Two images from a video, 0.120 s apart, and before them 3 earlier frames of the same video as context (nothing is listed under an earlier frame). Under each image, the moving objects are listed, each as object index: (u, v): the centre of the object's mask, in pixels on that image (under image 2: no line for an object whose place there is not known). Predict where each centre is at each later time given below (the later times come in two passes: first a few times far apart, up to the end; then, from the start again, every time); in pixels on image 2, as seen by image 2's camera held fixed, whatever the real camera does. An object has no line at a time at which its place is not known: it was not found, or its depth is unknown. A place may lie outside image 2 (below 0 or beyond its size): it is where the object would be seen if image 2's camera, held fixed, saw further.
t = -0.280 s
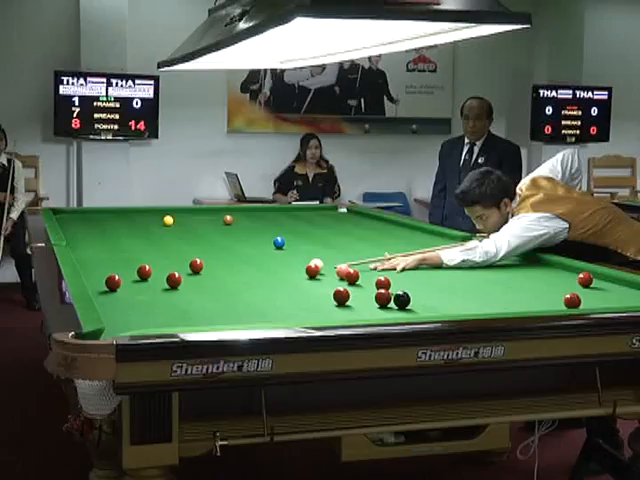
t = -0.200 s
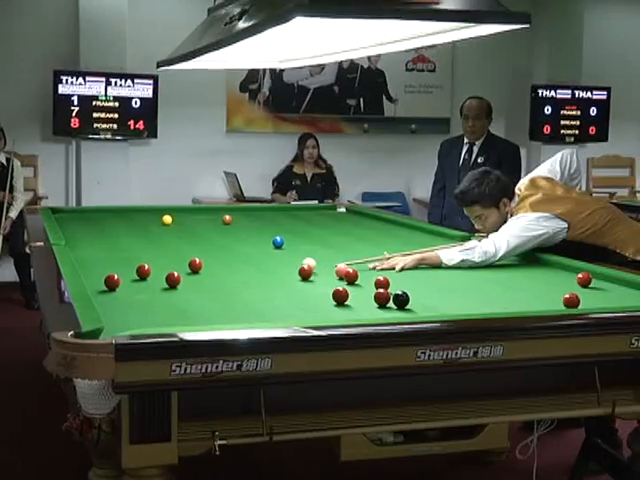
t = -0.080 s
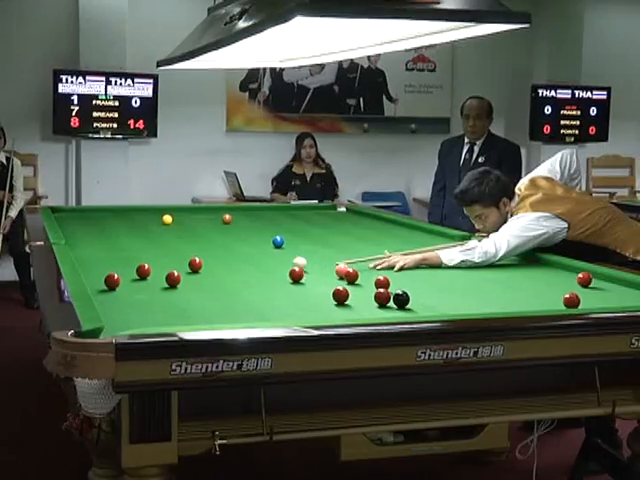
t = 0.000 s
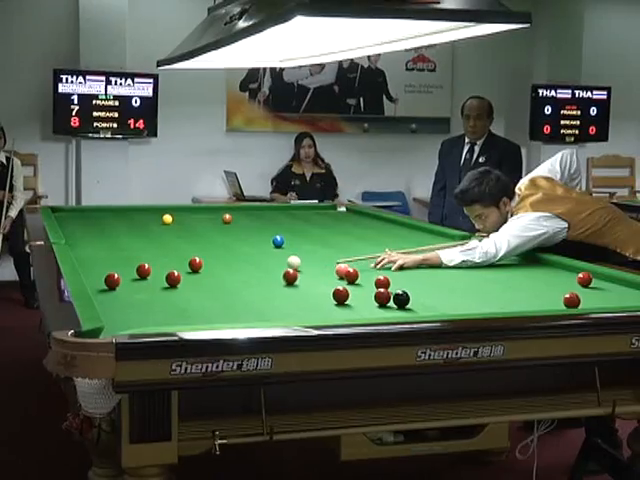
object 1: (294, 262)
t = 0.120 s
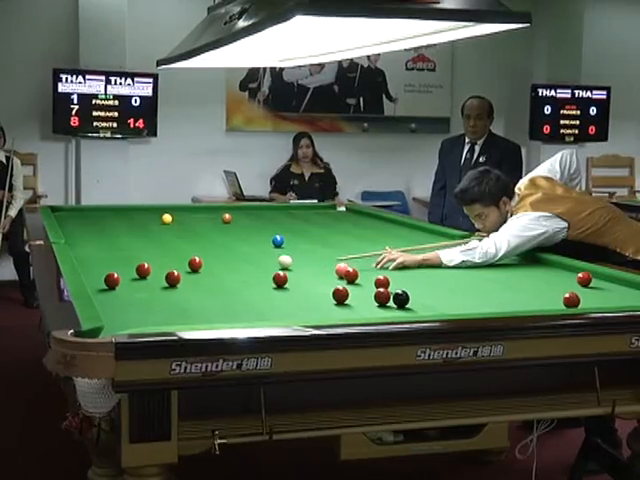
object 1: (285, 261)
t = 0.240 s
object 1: (276, 261)
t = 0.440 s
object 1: (263, 260)
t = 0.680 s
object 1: (248, 258)
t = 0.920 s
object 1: (235, 257)
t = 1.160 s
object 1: (223, 257)
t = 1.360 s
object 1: (214, 256)
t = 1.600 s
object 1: (204, 254)
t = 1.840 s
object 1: (195, 252)
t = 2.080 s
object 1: (187, 253)
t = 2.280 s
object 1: (182, 253)
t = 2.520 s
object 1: (177, 253)
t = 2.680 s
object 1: (174, 252)
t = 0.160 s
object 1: (282, 261)
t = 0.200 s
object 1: (279, 261)
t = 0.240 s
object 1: (276, 261)
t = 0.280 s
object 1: (274, 261)
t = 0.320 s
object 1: (271, 260)
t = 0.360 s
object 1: (268, 260)
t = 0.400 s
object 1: (266, 260)
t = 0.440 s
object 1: (263, 260)
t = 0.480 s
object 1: (261, 259)
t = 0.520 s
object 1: (258, 259)
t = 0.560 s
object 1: (255, 259)
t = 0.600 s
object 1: (253, 259)
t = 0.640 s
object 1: (251, 259)
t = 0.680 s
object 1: (248, 258)
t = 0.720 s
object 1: (246, 258)
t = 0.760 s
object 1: (244, 258)
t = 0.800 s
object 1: (242, 258)
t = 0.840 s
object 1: (240, 258)
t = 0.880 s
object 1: (237, 258)
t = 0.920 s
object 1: (235, 257)
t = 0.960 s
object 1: (233, 257)
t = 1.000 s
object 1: (231, 257)
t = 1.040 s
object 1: (229, 257)
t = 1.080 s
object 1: (227, 257)
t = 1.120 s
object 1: (225, 257)
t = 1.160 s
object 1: (223, 257)
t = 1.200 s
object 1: (221, 257)
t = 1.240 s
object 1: (219, 256)
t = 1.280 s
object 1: (218, 256)
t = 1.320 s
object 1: (216, 256)
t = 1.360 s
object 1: (214, 256)
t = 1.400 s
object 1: (212, 255)
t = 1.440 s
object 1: (211, 255)
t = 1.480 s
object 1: (209, 255)
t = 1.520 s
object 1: (207, 255)
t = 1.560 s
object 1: (206, 255)
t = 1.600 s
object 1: (204, 254)
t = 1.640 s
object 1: (203, 254)
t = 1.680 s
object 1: (202, 254)
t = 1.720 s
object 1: (200, 253)
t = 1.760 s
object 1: (198, 253)
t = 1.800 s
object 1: (197, 252)
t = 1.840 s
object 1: (195, 252)
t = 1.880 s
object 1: (194, 252)
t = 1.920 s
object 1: (193, 252)
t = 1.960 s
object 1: (191, 252)
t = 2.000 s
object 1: (189, 253)
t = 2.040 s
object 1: (188, 253)
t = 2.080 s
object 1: (187, 253)
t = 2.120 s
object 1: (186, 253)
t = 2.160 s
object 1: (185, 253)
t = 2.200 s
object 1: (184, 253)
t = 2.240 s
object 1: (183, 253)
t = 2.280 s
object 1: (182, 253)
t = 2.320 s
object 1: (181, 253)
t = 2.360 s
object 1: (180, 253)
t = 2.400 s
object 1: (179, 253)
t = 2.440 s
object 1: (178, 253)
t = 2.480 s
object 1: (177, 253)
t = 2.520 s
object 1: (177, 253)
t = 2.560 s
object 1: (176, 253)
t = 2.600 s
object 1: (175, 253)
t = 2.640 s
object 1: (174, 253)
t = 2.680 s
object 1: (174, 252)
